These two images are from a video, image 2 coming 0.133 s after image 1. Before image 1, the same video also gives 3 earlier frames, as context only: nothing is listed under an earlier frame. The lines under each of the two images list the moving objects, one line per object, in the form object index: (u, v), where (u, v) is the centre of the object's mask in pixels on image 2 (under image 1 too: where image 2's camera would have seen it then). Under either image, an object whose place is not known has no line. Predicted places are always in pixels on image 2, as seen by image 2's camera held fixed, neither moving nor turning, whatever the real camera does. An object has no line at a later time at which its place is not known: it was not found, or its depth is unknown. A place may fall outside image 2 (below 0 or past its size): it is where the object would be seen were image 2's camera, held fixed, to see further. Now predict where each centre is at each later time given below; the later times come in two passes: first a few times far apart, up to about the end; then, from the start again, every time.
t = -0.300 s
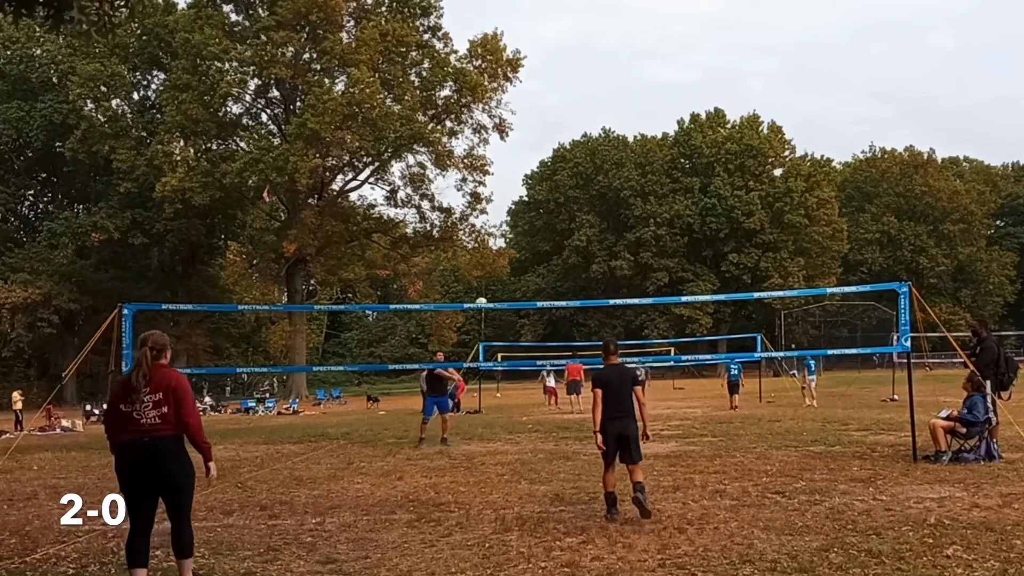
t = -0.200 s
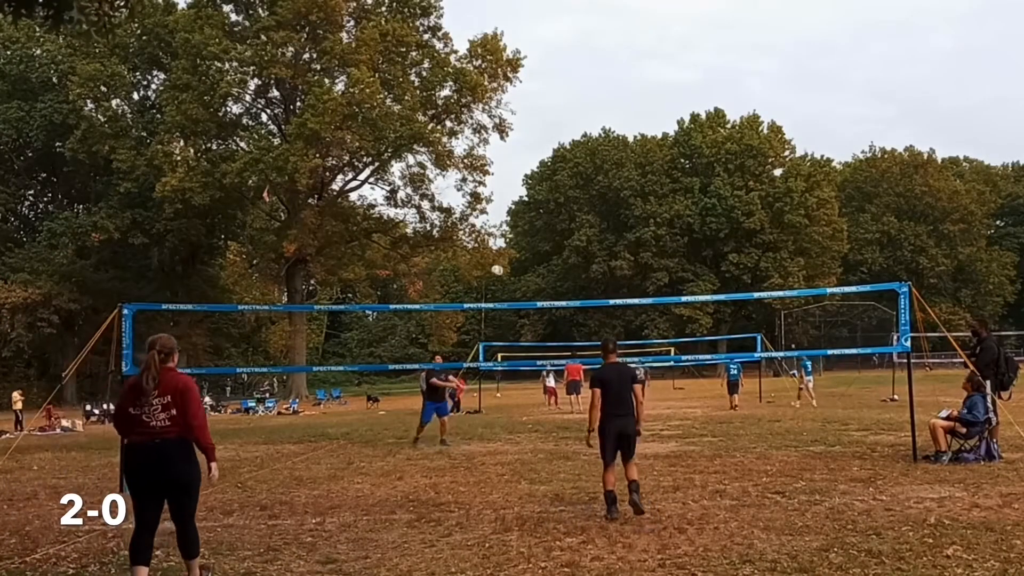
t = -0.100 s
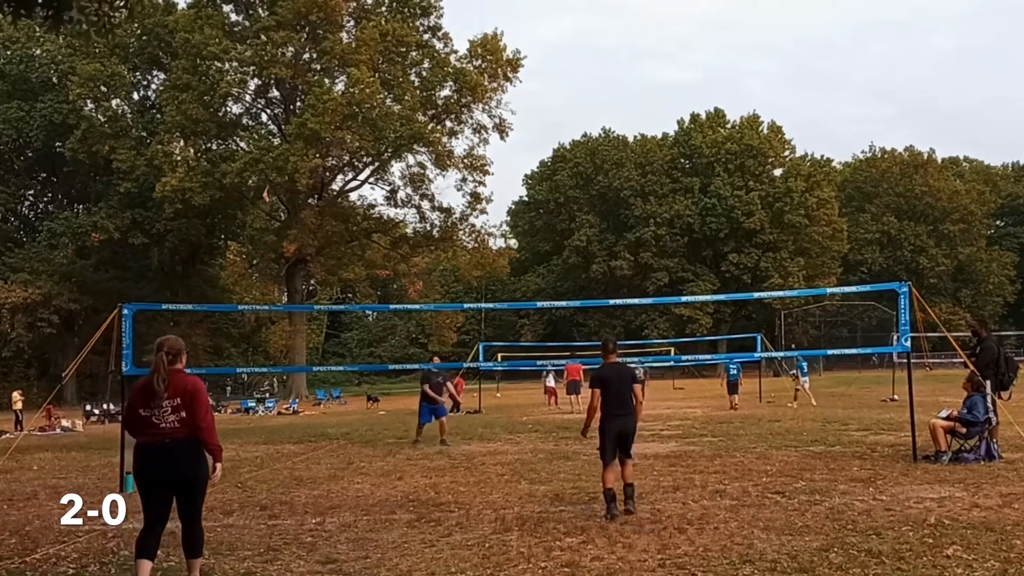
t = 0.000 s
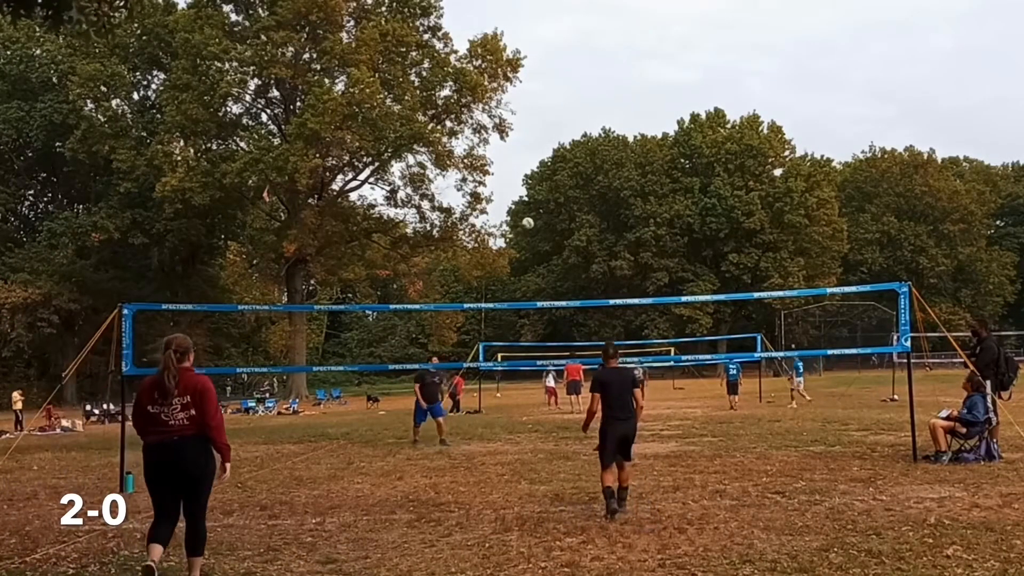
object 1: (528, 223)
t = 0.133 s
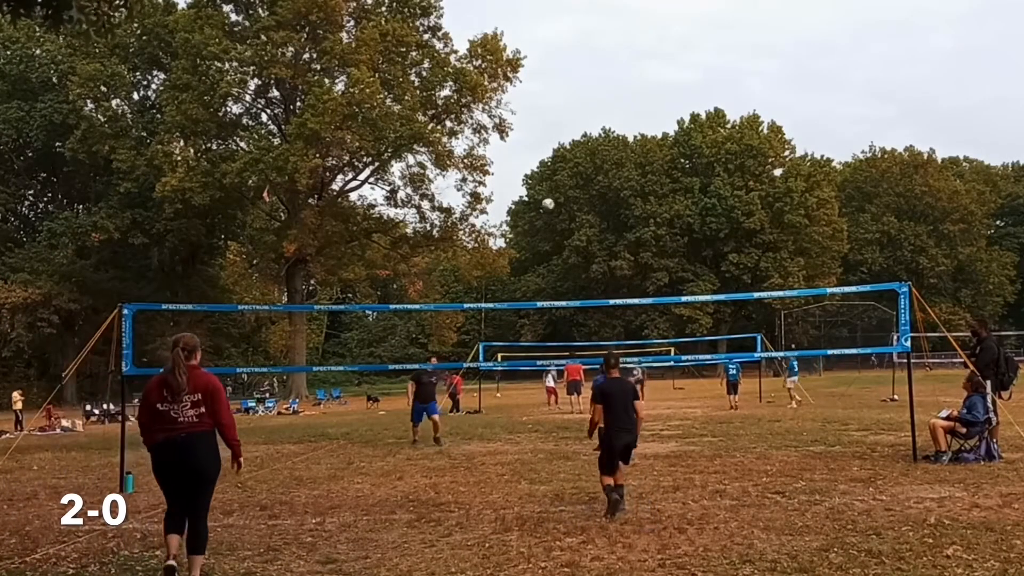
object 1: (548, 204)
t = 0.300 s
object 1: (574, 194)
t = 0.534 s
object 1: (609, 207)
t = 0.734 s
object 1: (639, 242)
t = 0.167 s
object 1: (553, 200)
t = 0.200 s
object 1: (558, 199)
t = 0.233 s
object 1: (564, 196)
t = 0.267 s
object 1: (569, 195)
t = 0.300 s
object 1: (574, 194)
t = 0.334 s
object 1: (579, 194)
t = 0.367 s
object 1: (584, 194)
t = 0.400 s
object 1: (589, 195)
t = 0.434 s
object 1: (594, 198)
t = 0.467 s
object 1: (599, 200)
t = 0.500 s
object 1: (604, 204)
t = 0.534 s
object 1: (609, 207)
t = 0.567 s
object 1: (615, 211)
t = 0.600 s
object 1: (619, 217)
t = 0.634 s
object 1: (624, 222)
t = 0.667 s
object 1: (630, 228)
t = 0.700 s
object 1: (634, 235)
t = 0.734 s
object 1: (639, 242)
